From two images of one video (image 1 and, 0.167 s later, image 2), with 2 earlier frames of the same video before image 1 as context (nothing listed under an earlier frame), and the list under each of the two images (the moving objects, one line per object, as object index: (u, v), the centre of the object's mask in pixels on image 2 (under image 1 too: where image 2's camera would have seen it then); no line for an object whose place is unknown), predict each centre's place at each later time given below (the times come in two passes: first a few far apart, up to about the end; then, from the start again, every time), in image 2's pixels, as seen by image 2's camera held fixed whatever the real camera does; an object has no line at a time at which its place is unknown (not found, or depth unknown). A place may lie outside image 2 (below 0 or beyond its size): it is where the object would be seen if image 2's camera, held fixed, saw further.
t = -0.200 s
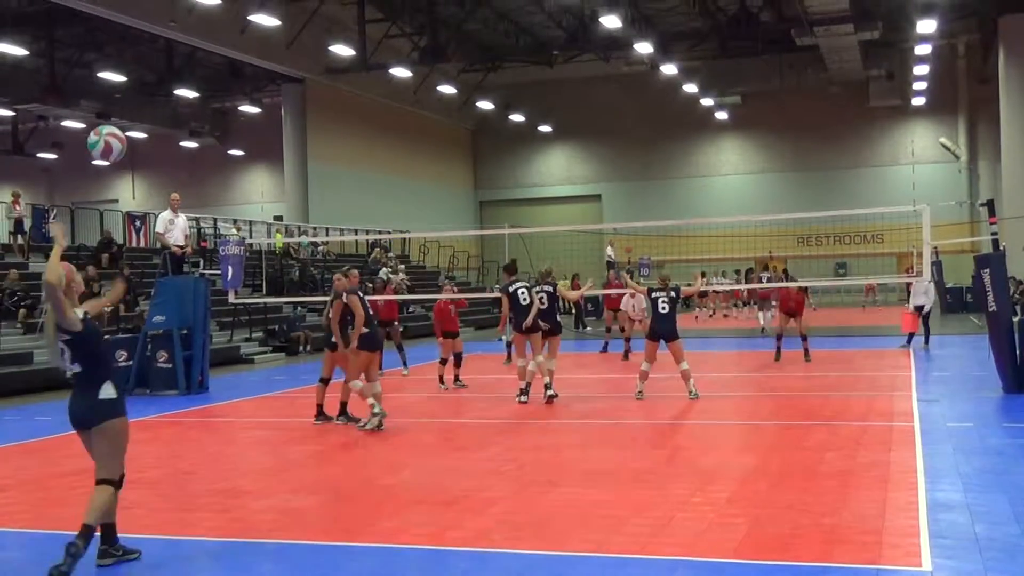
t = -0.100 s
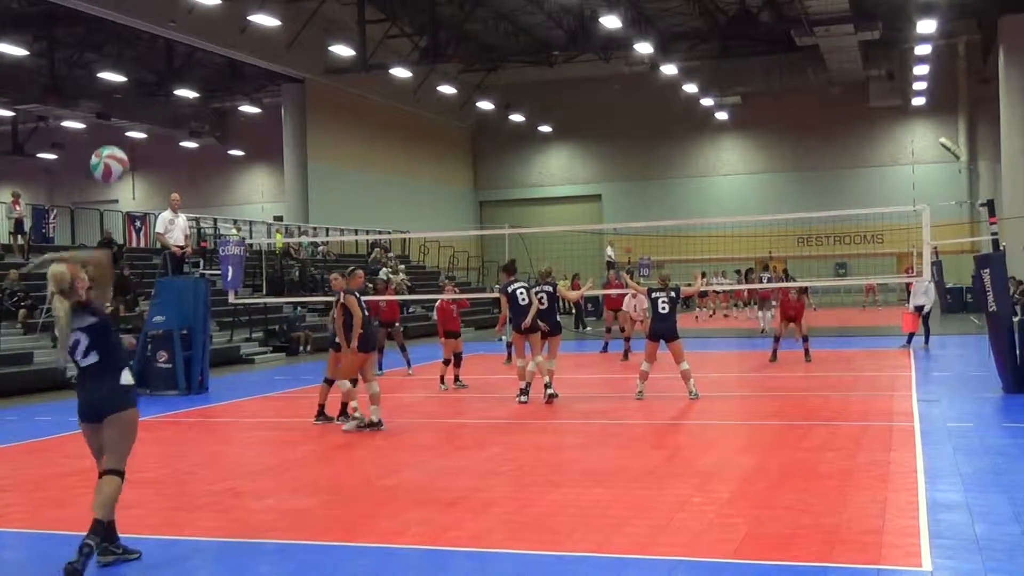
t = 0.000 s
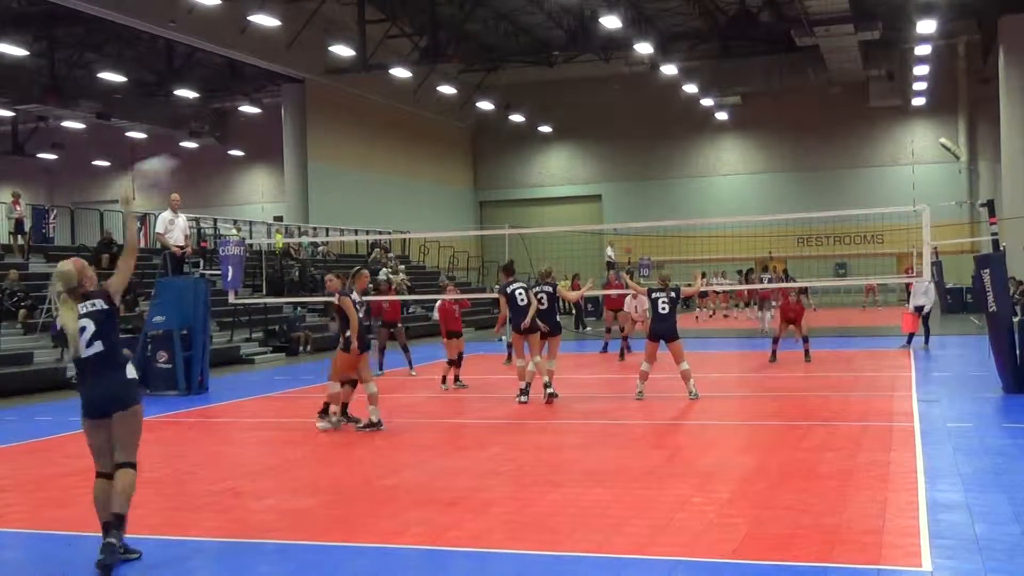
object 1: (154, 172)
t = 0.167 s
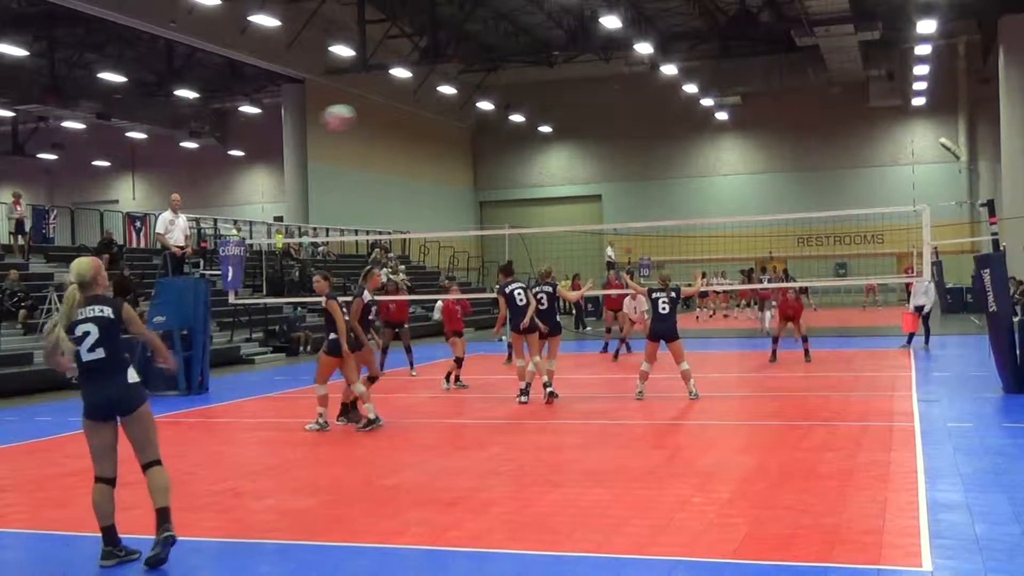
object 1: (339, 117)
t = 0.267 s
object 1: (408, 109)
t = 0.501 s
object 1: (511, 127)
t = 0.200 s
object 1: (364, 113)
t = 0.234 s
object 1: (388, 110)
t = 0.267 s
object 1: (408, 109)
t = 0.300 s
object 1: (428, 108)
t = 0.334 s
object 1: (444, 108)
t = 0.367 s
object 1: (460, 110)
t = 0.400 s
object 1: (473, 113)
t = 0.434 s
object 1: (487, 117)
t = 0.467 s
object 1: (500, 121)
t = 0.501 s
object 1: (511, 127)
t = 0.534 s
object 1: (522, 133)
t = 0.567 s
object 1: (532, 138)
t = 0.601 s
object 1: (541, 146)
